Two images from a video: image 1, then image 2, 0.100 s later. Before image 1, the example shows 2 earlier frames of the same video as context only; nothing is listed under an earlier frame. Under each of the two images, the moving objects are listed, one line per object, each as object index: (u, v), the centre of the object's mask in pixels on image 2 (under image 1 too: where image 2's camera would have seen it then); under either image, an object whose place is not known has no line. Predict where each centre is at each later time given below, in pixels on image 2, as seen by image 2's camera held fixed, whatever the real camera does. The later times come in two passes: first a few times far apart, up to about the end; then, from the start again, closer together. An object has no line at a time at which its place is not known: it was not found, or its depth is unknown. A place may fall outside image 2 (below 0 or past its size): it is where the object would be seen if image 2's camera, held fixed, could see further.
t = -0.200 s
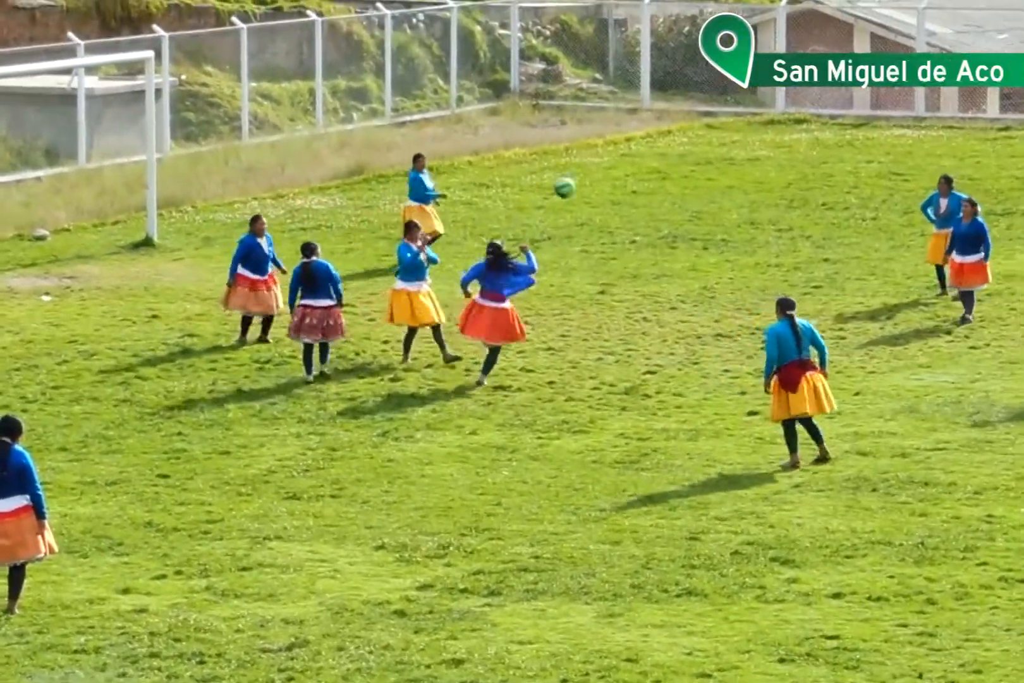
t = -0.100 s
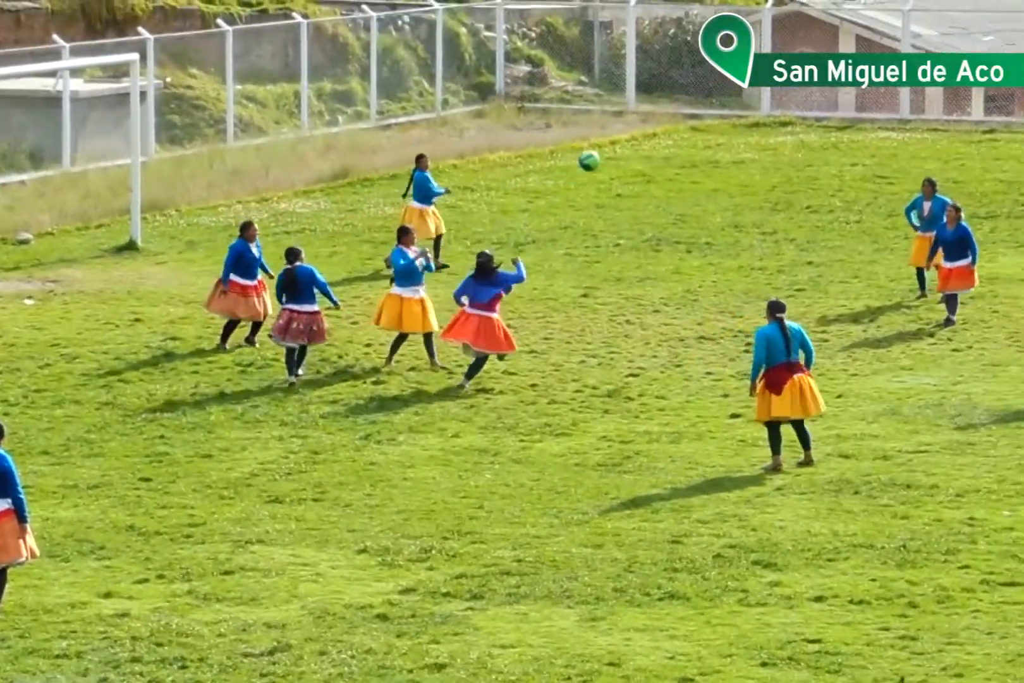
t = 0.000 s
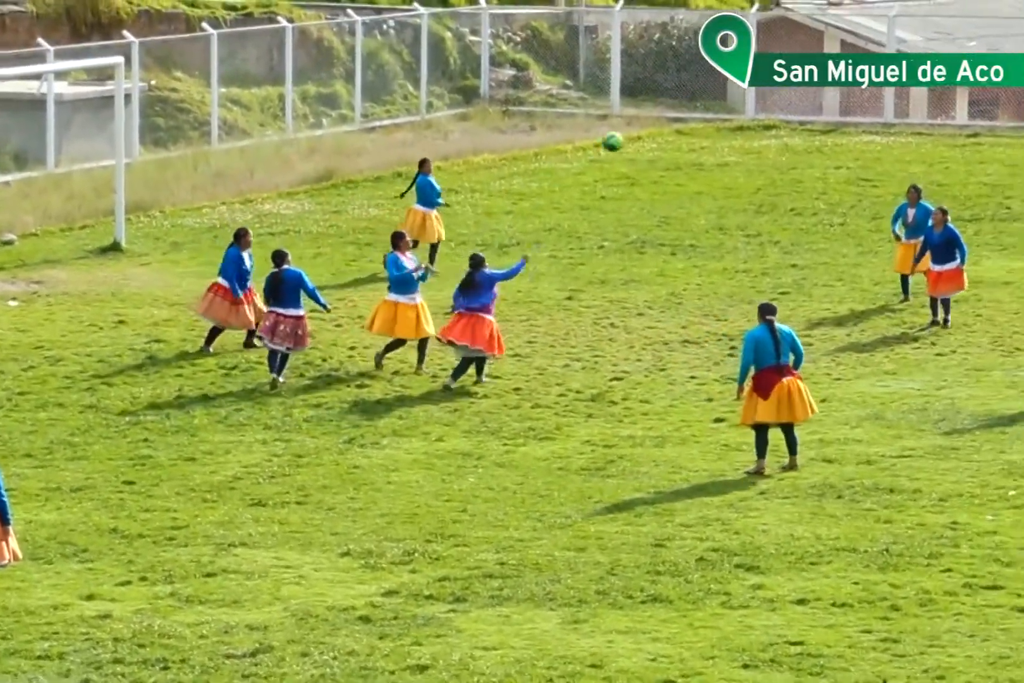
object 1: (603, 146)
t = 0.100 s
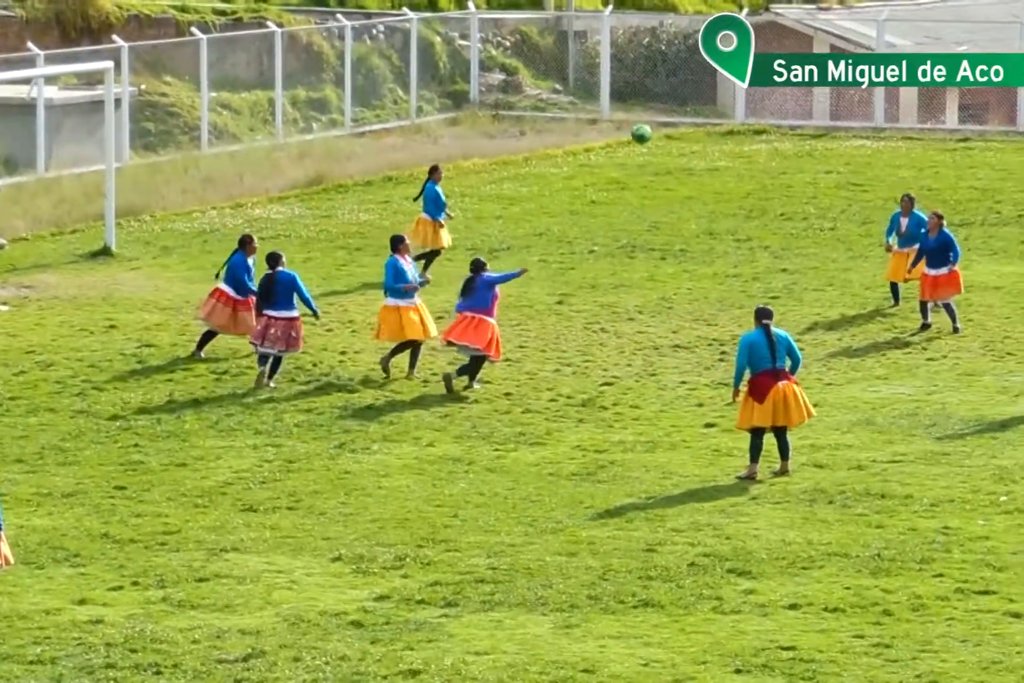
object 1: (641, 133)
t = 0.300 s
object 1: (715, 135)
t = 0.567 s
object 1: (811, 188)
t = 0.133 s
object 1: (653, 132)
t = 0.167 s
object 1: (666, 131)
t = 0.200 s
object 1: (678, 130)
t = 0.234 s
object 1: (690, 131)
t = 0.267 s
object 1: (704, 132)
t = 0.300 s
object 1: (715, 135)
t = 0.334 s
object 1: (727, 138)
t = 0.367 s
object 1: (740, 142)
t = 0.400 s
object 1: (751, 147)
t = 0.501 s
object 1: (787, 170)
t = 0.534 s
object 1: (799, 179)
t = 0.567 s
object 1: (811, 188)
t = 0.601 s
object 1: (822, 198)
